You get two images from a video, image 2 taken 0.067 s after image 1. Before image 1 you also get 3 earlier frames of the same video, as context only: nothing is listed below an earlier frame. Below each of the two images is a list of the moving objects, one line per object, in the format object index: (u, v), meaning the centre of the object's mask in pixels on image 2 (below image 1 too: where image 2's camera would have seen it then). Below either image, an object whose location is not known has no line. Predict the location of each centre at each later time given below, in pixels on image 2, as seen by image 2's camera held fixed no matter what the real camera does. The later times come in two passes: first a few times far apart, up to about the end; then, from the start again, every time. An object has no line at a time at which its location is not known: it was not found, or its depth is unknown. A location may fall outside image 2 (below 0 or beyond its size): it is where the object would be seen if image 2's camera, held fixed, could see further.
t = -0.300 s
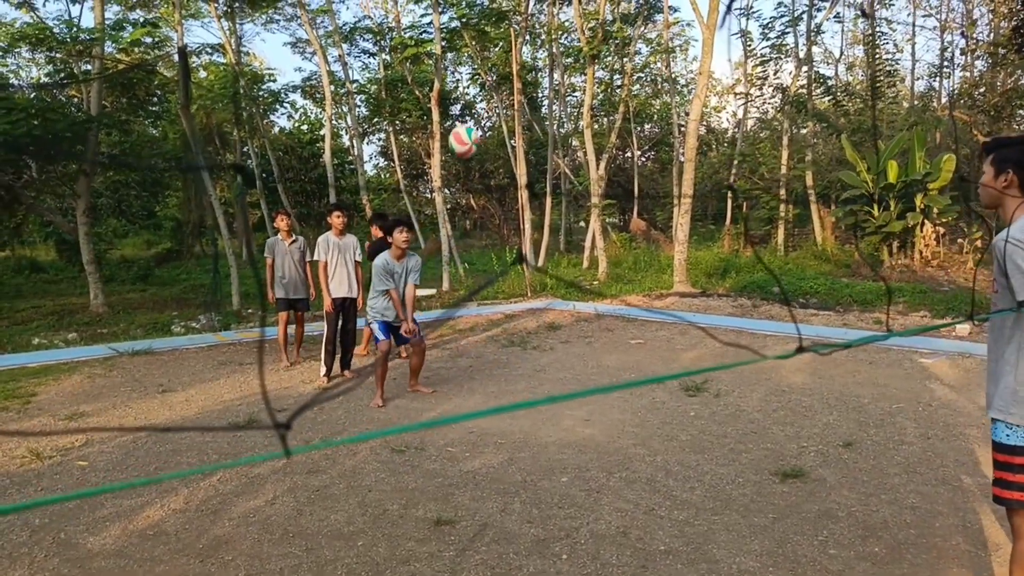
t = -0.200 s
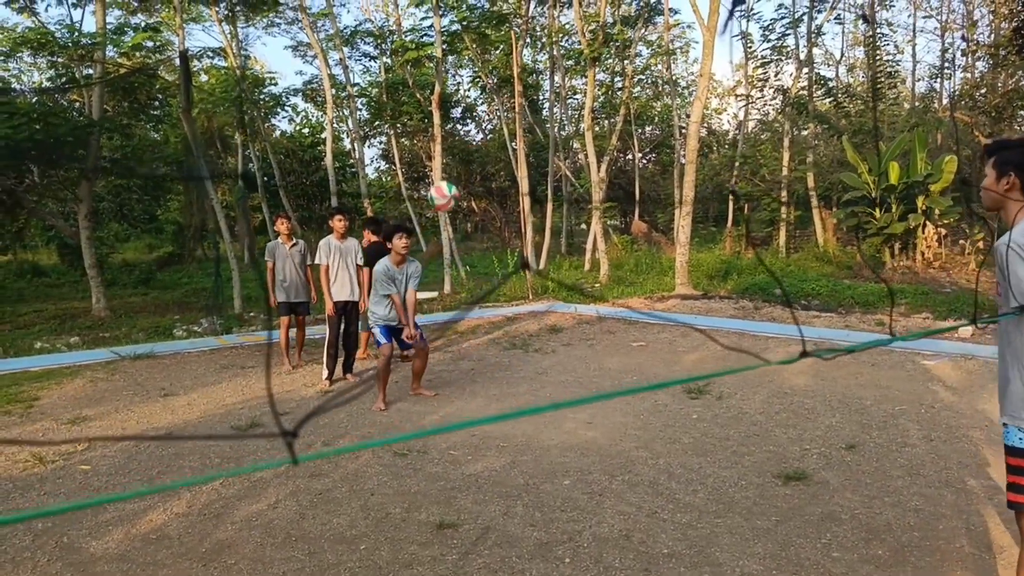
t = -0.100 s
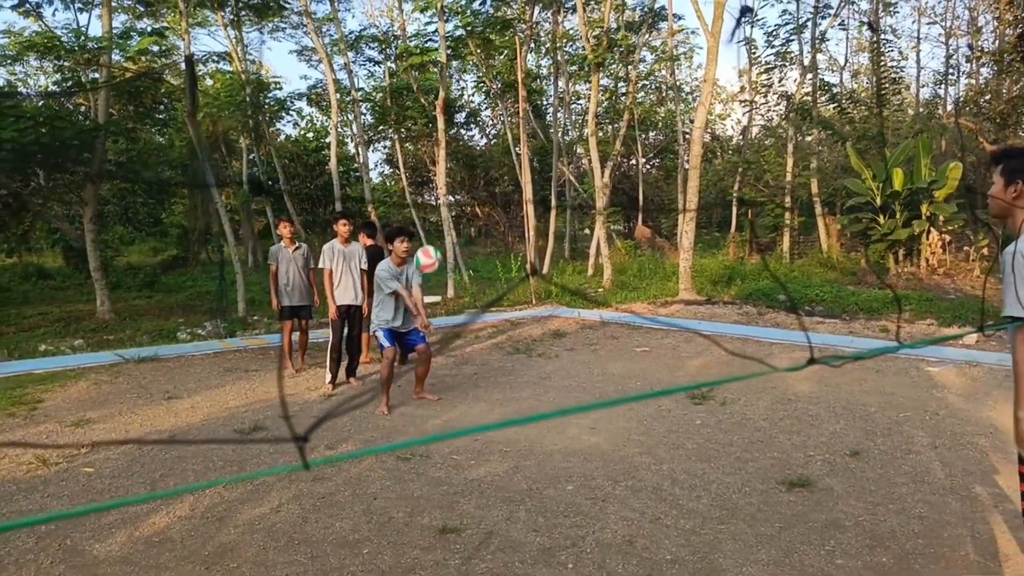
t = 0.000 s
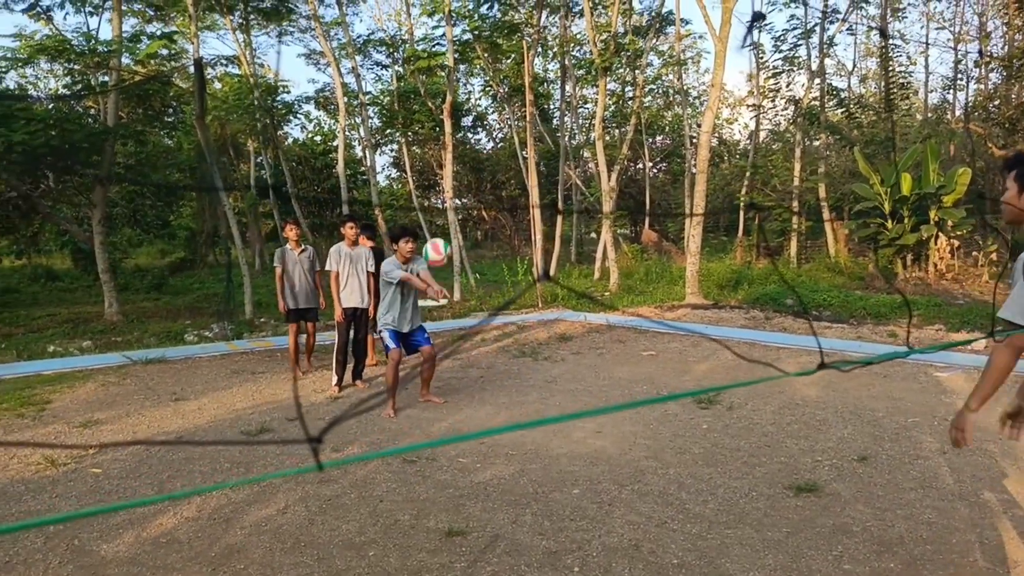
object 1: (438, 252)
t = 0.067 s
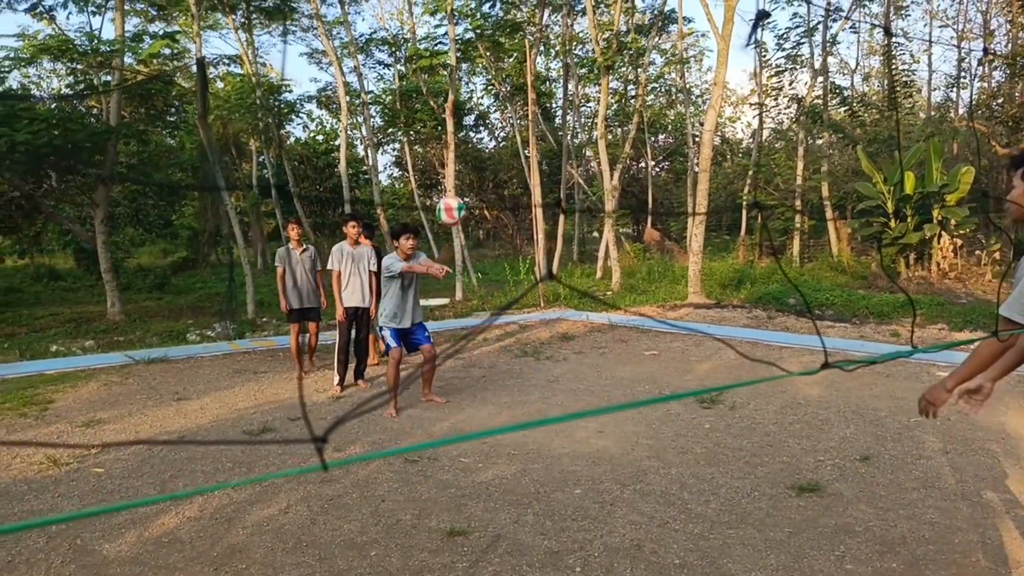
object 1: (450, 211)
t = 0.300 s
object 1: (503, 88)
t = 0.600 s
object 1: (606, 18)
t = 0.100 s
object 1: (457, 191)
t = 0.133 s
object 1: (465, 172)
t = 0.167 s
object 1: (471, 154)
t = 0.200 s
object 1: (479, 136)
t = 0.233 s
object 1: (487, 119)
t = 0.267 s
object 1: (495, 103)
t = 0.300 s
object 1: (503, 88)
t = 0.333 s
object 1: (512, 74)
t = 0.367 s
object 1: (522, 62)
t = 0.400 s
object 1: (532, 51)
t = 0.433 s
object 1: (543, 41)
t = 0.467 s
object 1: (553, 33)
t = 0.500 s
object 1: (566, 26)
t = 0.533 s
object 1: (579, 21)
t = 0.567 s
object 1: (591, 19)
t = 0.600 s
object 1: (606, 18)
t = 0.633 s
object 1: (621, 20)
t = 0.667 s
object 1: (637, 25)
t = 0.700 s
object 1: (654, 32)
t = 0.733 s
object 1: (672, 44)
